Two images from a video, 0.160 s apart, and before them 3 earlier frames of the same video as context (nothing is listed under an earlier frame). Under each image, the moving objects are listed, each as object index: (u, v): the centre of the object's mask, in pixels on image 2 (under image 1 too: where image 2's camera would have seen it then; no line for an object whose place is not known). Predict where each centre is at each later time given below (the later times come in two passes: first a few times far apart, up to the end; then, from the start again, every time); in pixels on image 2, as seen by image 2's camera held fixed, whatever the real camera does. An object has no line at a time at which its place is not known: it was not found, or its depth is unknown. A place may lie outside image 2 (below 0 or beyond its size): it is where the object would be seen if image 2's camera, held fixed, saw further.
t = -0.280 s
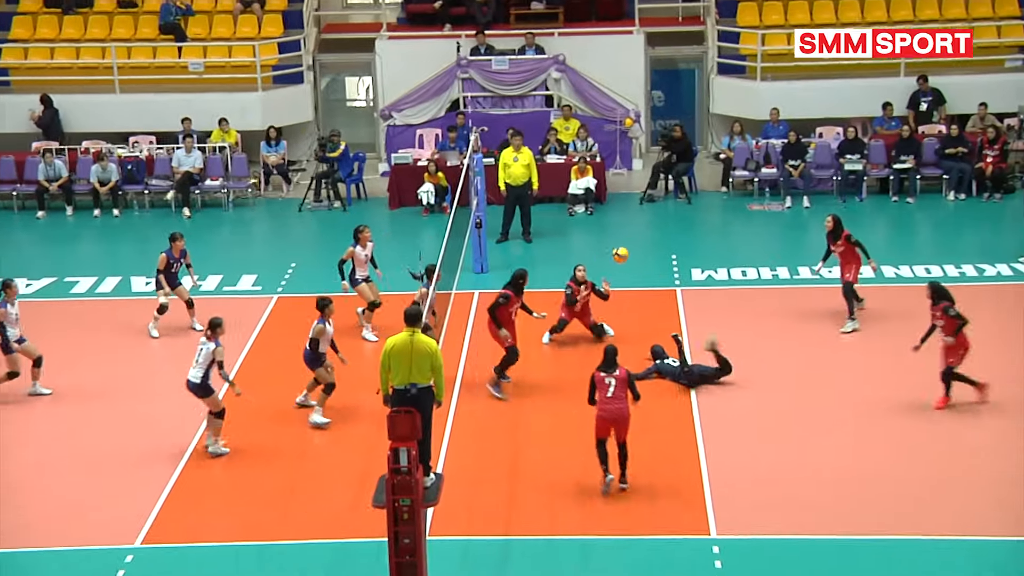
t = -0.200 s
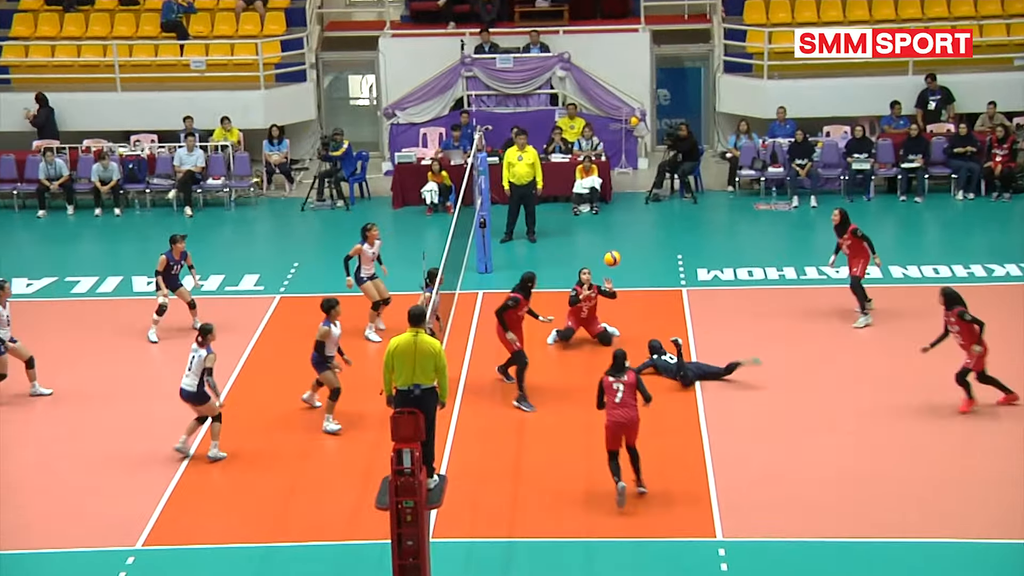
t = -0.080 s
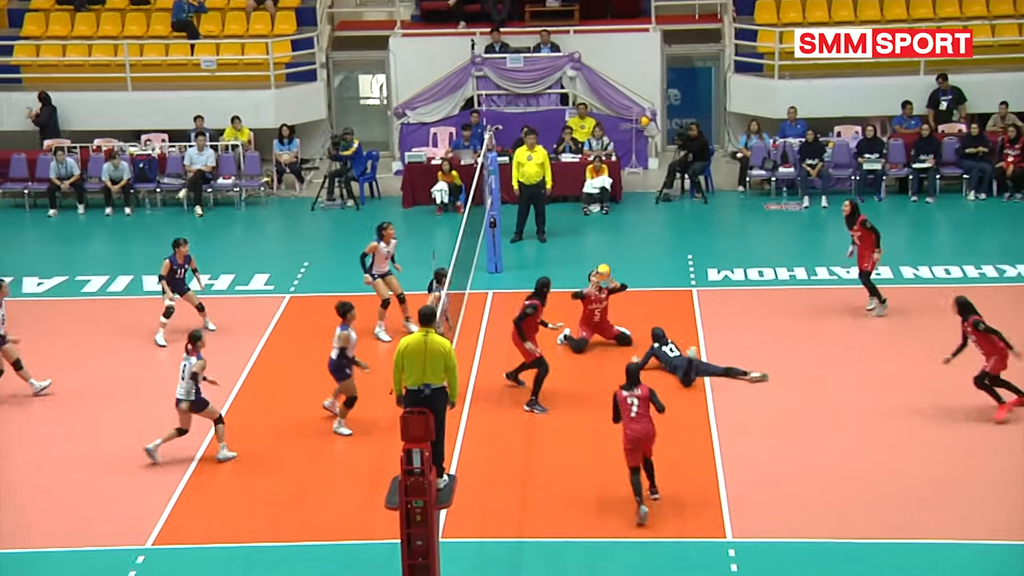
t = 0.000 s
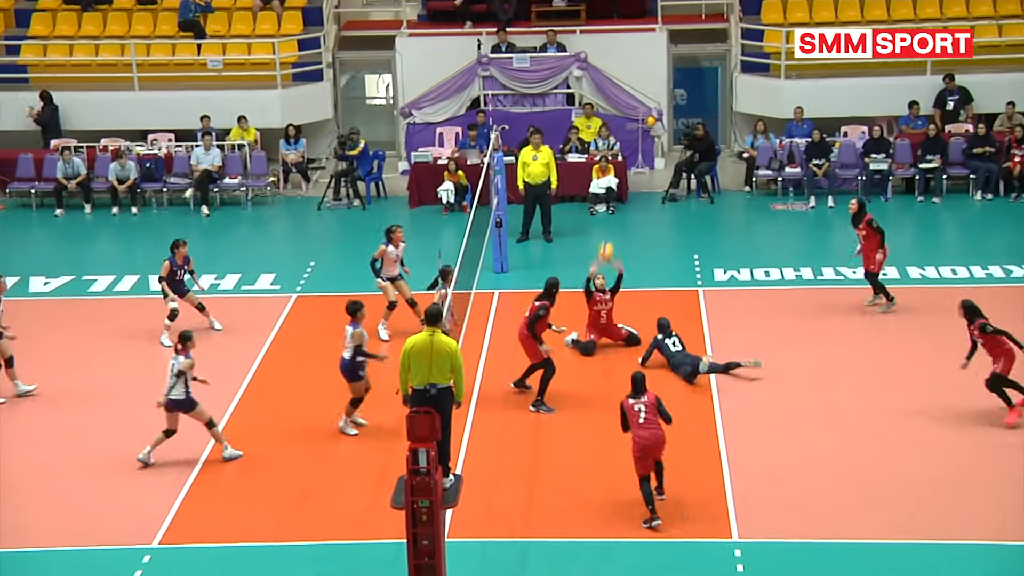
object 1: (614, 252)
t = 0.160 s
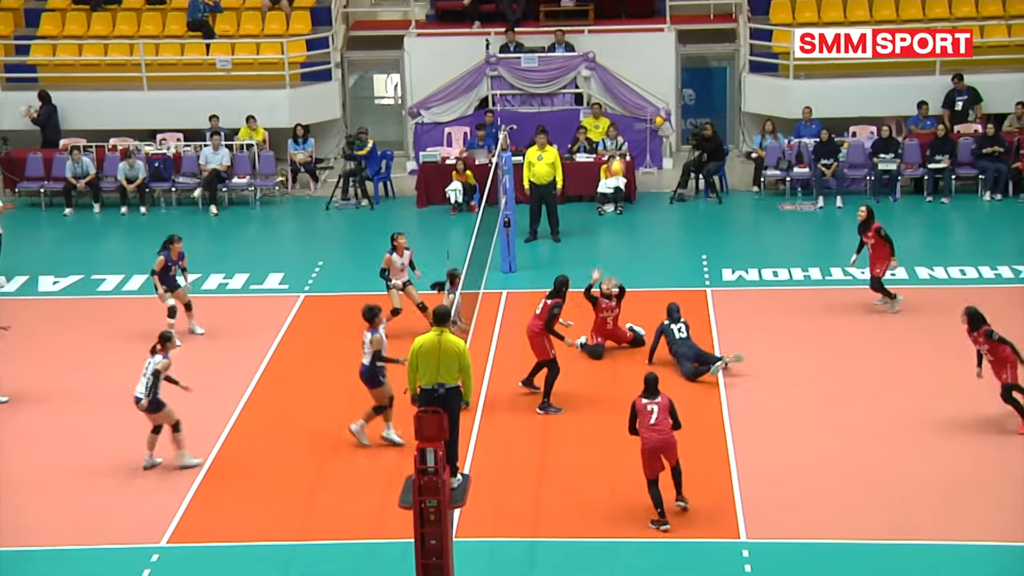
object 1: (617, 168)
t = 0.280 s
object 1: (622, 114)
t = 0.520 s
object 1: (630, 44)
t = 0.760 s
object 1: (640, 18)
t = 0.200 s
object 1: (619, 149)
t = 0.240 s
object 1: (620, 131)
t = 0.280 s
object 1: (622, 114)
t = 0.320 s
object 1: (623, 99)
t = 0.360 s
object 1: (625, 85)
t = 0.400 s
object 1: (626, 73)
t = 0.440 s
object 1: (627, 62)
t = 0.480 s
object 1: (628, 53)
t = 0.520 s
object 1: (630, 44)
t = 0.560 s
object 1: (632, 36)
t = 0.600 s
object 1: (633, 29)
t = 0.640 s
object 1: (635, 23)
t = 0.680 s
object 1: (637, 21)
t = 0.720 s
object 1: (639, 19)
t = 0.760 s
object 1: (640, 18)
